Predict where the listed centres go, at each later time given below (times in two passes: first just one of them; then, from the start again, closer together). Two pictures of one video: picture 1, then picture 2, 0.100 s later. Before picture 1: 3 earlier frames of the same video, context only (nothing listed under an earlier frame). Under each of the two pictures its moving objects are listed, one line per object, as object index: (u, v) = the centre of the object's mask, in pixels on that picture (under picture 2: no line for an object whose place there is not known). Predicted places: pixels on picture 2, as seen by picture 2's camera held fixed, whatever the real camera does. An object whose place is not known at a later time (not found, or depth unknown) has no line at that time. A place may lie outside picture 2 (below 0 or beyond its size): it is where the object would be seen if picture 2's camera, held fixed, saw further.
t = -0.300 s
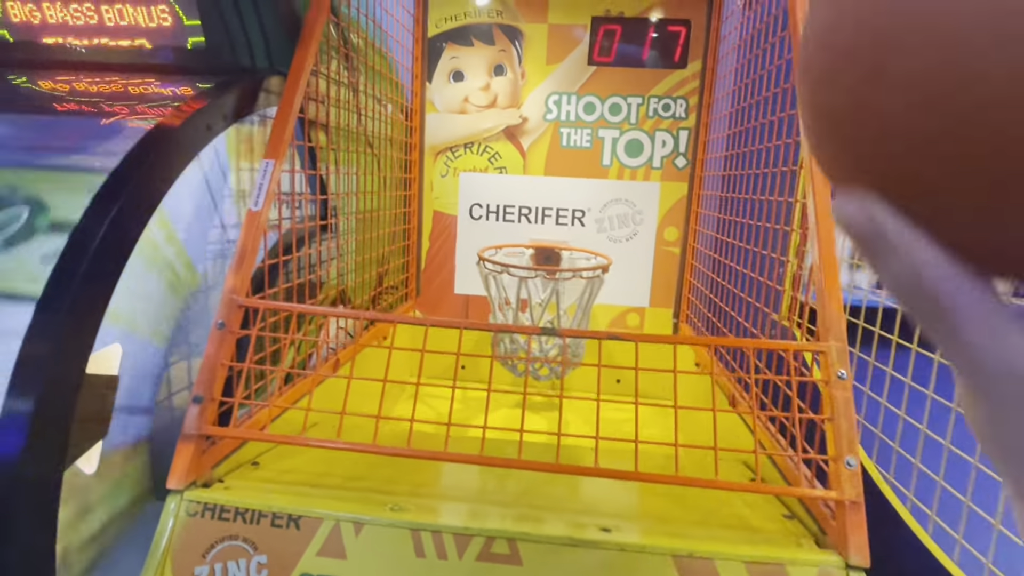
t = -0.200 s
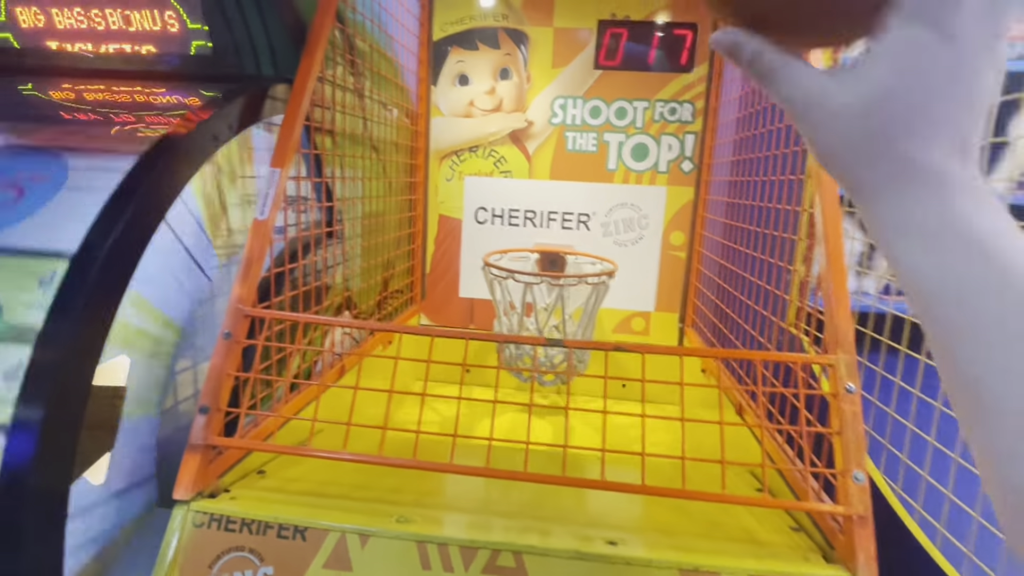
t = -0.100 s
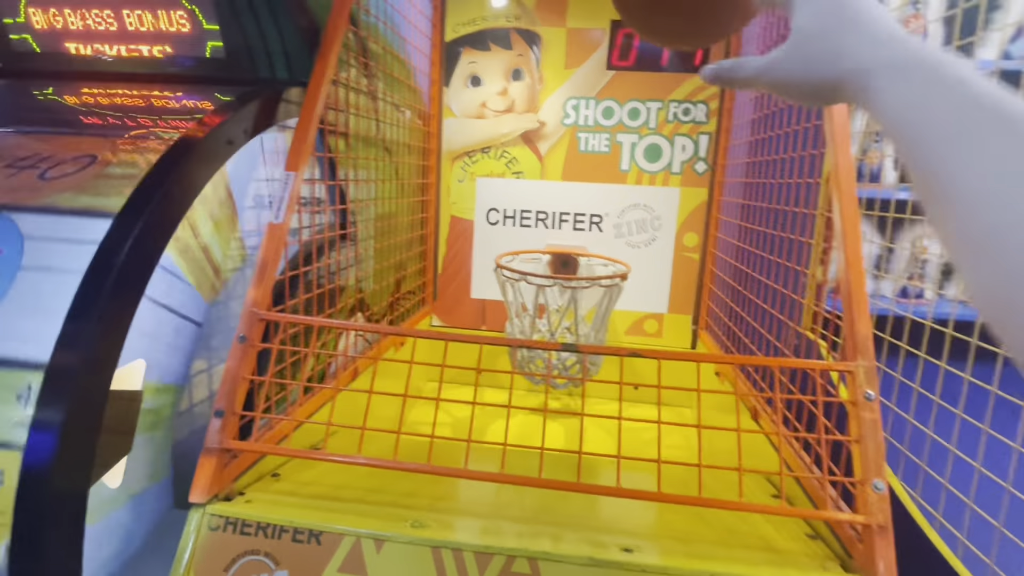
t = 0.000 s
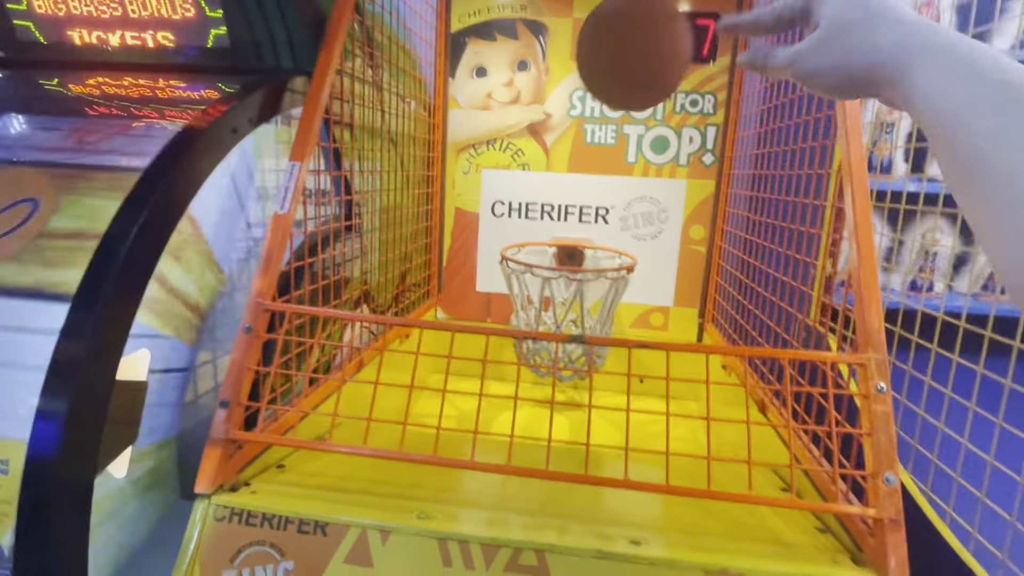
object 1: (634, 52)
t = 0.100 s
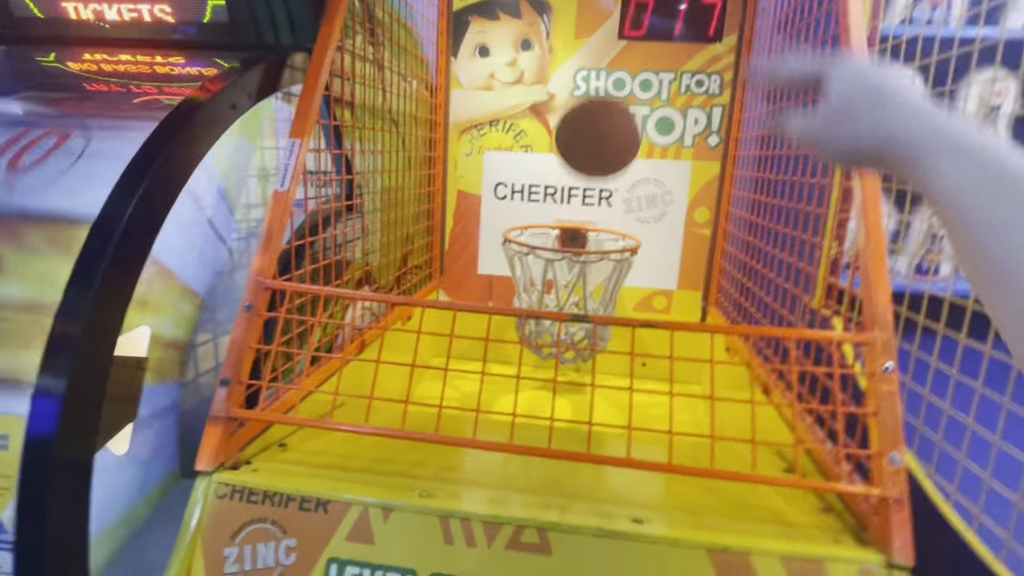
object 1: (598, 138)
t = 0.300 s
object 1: (564, 193)
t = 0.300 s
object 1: (564, 193)
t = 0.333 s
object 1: (559, 187)
